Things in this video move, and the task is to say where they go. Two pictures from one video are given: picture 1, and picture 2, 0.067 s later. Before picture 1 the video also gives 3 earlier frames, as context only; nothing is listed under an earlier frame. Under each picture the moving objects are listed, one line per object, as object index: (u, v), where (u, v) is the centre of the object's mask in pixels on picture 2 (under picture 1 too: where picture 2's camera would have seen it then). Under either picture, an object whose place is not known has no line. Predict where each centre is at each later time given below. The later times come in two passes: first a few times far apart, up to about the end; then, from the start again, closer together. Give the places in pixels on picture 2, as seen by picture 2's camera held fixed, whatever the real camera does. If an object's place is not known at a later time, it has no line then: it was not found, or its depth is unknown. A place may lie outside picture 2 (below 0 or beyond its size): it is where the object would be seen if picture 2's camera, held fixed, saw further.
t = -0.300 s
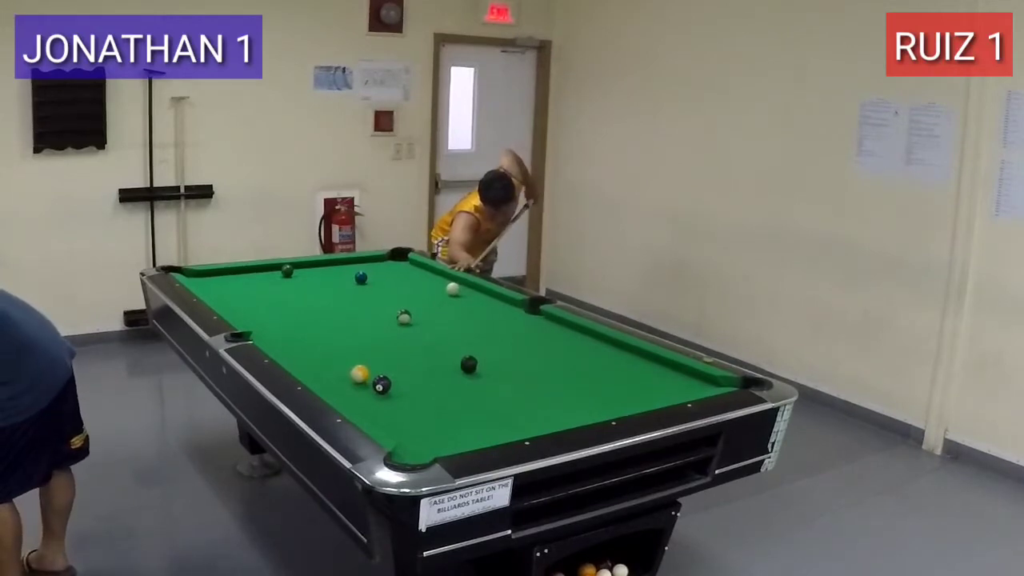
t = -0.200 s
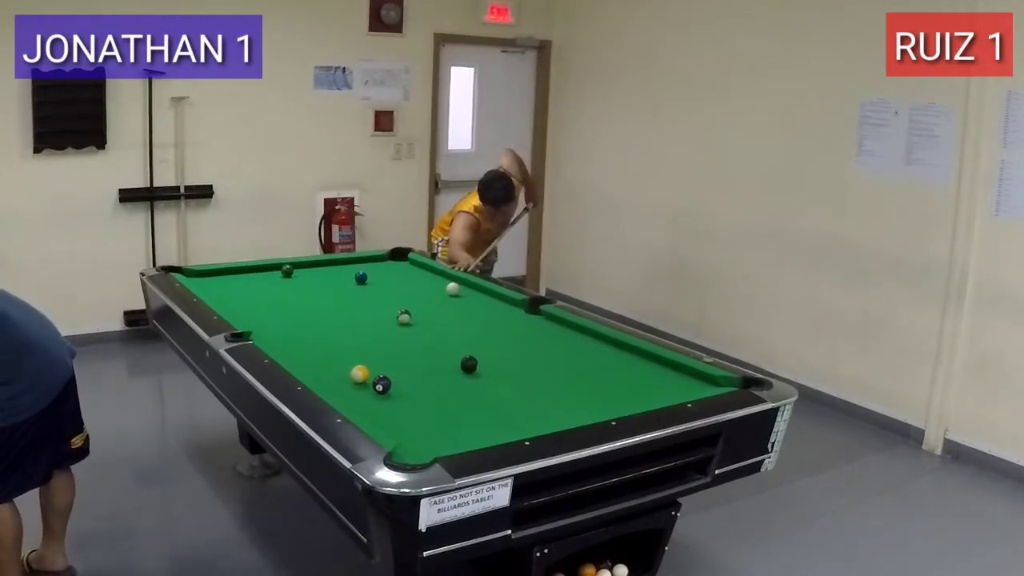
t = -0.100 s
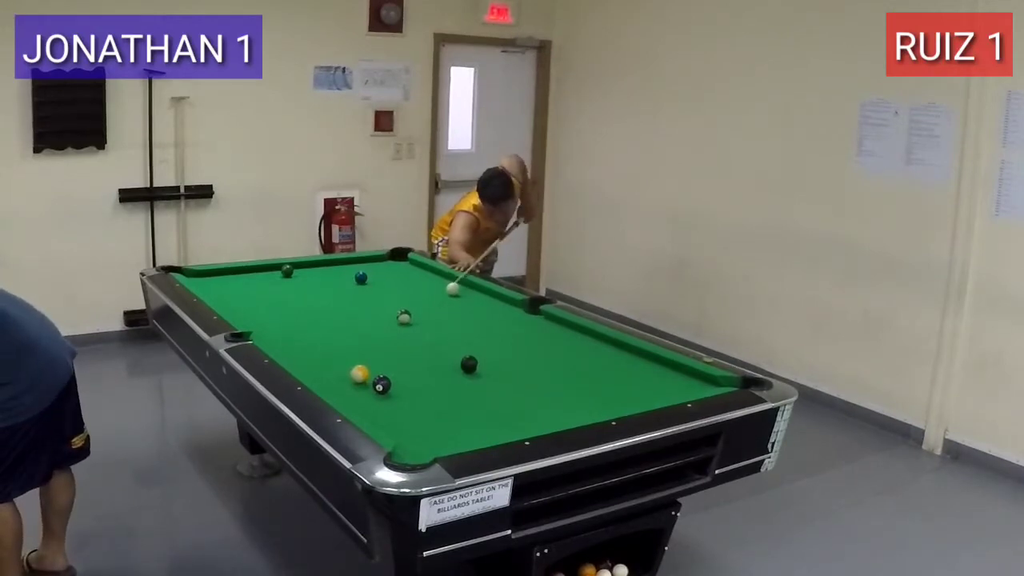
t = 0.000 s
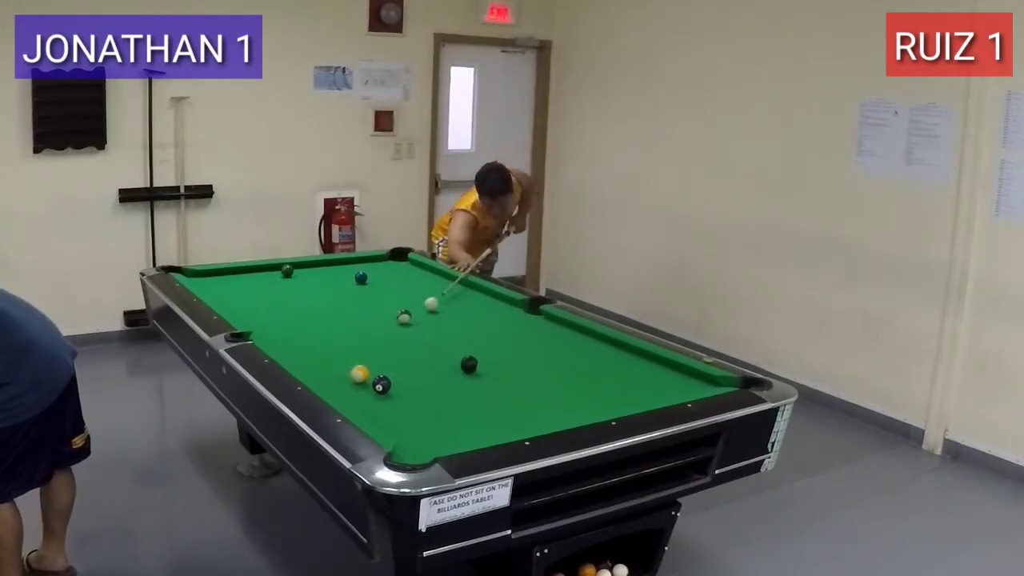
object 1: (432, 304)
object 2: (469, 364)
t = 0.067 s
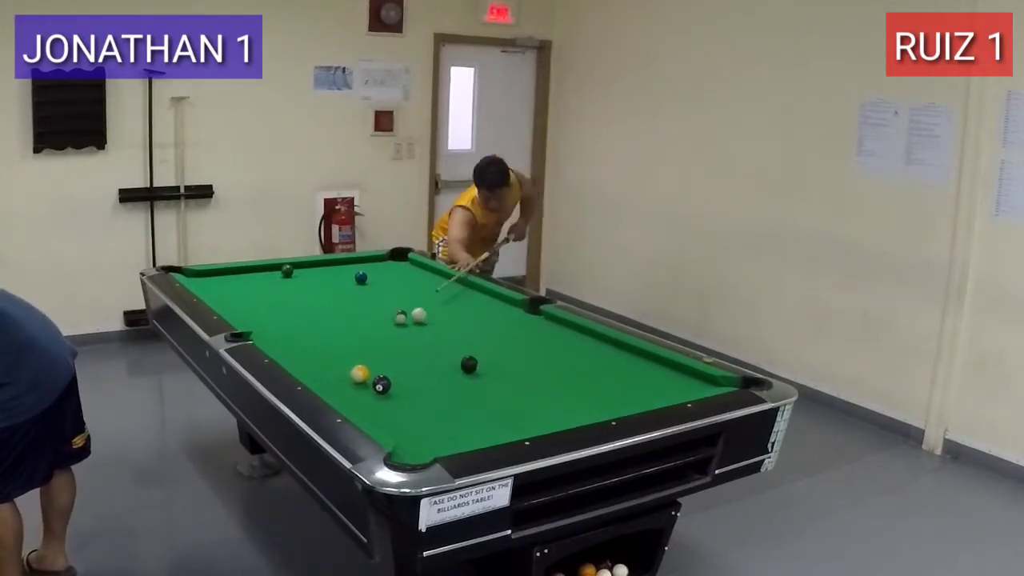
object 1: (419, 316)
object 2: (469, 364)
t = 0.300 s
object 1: (451, 348)
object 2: (469, 364)
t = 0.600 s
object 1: (420, 376)
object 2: (530, 388)
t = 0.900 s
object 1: (372, 403)
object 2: (597, 410)
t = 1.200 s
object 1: (393, 409)
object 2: (573, 395)
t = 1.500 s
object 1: (430, 408)
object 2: (551, 380)
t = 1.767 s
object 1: (459, 407)
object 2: (535, 369)
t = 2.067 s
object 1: (488, 406)
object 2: (520, 358)
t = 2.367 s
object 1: (513, 405)
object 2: (507, 348)
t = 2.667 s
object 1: (534, 404)
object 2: (496, 340)
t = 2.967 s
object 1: (550, 404)
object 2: (487, 333)
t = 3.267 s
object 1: (563, 403)
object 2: (479, 327)
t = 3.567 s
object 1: (572, 402)
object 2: (472, 323)
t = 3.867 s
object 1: (579, 402)
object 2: (467, 319)
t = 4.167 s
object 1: (581, 401)
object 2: (463, 316)
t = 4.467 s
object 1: (581, 401)
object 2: (460, 314)
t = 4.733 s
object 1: (581, 401)
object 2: (457, 312)
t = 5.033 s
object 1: (581, 401)
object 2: (456, 312)
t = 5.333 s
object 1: (581, 401)
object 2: (456, 312)
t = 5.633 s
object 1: (581, 401)
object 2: (456, 312)
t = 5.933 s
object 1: (581, 401)
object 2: (456, 312)
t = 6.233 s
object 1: (581, 401)
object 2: (456, 312)
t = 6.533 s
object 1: (581, 401)
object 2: (456, 312)
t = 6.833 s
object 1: (581, 401)
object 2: (456, 312)
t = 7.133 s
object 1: (581, 401)
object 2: (456, 312)
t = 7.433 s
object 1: (581, 401)
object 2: (456, 312)
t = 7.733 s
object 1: (581, 401)
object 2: (456, 312)
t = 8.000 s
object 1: (581, 401)
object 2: (456, 312)
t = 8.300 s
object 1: (581, 401)
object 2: (456, 312)
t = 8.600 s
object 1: (581, 401)
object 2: (456, 312)
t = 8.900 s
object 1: (581, 401)
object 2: (456, 312)
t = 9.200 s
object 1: (581, 401)
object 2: (456, 312)
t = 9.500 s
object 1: (581, 401)
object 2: (456, 312)
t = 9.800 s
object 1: (581, 401)
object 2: (456, 312)
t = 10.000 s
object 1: (581, 401)
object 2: (456, 312)
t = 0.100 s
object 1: (425, 319)
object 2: (469, 364)
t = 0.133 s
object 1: (431, 324)
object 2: (469, 364)
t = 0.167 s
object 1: (436, 328)
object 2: (469, 364)
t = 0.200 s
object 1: (440, 333)
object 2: (469, 364)
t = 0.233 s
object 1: (444, 338)
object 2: (469, 364)
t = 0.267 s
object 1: (448, 343)
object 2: (469, 364)
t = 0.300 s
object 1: (451, 348)
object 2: (469, 364)
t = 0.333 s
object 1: (454, 353)
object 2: (469, 364)
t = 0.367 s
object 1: (456, 358)
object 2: (469, 365)
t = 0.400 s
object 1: (452, 361)
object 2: (478, 368)
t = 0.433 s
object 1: (445, 363)
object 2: (488, 372)
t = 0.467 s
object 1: (440, 365)
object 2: (498, 375)
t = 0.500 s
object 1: (435, 368)
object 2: (507, 379)
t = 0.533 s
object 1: (430, 370)
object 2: (515, 383)
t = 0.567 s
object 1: (425, 373)
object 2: (522, 385)
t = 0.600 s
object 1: (420, 376)
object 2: (530, 388)
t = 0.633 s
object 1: (415, 379)
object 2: (538, 392)
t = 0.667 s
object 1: (410, 382)
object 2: (546, 395)
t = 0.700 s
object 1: (405, 385)
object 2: (554, 398)
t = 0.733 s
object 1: (400, 388)
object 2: (562, 401)
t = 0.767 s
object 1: (395, 391)
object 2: (570, 404)
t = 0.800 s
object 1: (389, 394)
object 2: (579, 407)
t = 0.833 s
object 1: (383, 397)
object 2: (587, 409)
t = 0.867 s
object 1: (378, 400)
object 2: (595, 410)
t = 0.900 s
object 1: (372, 403)
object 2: (597, 410)
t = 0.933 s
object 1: (367, 406)
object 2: (594, 409)
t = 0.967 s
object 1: (361, 407)
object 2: (591, 408)
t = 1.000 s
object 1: (366, 408)
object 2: (589, 408)
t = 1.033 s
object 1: (371, 409)
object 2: (586, 406)
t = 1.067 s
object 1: (375, 409)
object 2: (583, 404)
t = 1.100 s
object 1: (380, 409)
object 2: (580, 401)
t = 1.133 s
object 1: (384, 409)
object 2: (578, 399)
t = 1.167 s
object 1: (389, 409)
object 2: (575, 397)
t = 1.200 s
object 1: (393, 409)
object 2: (573, 395)
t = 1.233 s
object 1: (397, 409)
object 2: (570, 394)
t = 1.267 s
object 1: (402, 409)
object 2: (568, 392)
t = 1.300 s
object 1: (406, 409)
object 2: (565, 390)
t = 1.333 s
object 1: (410, 409)
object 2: (563, 389)
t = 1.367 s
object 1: (415, 409)
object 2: (561, 387)
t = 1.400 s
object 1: (419, 408)
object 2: (558, 385)
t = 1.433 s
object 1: (422, 408)
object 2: (556, 384)
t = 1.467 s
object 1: (427, 408)
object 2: (553, 382)
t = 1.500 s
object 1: (430, 408)
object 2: (551, 380)
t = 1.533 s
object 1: (434, 408)
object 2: (549, 379)
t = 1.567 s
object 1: (438, 408)
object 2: (547, 378)
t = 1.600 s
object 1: (442, 408)
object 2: (545, 376)
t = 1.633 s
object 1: (445, 408)
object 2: (543, 375)
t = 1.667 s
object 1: (449, 408)
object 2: (541, 373)
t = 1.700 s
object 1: (453, 407)
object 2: (539, 372)
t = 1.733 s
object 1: (456, 407)
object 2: (537, 370)
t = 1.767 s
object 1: (459, 407)
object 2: (535, 369)
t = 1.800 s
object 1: (463, 407)
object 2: (533, 368)
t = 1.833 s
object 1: (466, 407)
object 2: (532, 366)
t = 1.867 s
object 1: (470, 407)
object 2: (530, 365)
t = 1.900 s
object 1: (473, 407)
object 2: (528, 364)
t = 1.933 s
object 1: (476, 407)
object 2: (527, 363)
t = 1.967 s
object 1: (479, 407)
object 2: (525, 361)
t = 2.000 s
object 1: (482, 406)
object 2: (523, 360)
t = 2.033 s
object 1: (485, 406)
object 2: (522, 359)
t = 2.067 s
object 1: (488, 406)
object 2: (520, 358)
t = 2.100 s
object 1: (491, 406)
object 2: (519, 357)
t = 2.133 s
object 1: (494, 406)
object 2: (517, 356)
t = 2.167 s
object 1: (497, 406)
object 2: (516, 354)
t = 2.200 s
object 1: (500, 406)
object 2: (514, 354)
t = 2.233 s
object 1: (502, 406)
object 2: (513, 352)
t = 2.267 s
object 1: (505, 406)
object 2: (511, 351)
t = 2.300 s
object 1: (508, 405)
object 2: (510, 350)
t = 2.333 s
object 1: (510, 405)
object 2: (508, 349)
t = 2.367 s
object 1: (513, 405)
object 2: (507, 348)
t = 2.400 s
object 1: (515, 405)
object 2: (506, 347)
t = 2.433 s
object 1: (518, 405)
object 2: (505, 346)
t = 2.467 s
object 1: (520, 405)
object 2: (503, 346)
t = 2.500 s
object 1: (523, 405)
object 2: (502, 345)
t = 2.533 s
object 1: (525, 405)
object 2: (500, 344)
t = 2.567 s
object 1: (527, 405)
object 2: (499, 343)
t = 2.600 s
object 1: (529, 404)
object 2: (498, 342)
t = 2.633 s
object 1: (531, 404)
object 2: (497, 341)
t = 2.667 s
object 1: (534, 404)
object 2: (496, 340)
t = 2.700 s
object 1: (535, 404)
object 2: (495, 339)
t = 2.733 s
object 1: (537, 404)
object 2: (494, 338)
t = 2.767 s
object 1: (539, 404)
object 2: (493, 338)
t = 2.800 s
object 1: (541, 404)
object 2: (491, 337)
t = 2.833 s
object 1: (543, 404)
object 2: (490, 336)
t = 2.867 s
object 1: (545, 404)
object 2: (489, 335)
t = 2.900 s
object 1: (547, 404)
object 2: (488, 335)
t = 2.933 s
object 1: (548, 404)
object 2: (487, 334)
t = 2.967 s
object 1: (550, 404)
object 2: (487, 333)
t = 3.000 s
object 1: (552, 404)
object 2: (486, 333)
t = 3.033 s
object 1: (553, 403)
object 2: (485, 332)
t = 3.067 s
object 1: (555, 403)
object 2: (484, 331)
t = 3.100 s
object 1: (556, 403)
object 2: (483, 331)
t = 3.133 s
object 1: (558, 403)
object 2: (482, 330)
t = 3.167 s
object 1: (559, 403)
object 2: (481, 329)
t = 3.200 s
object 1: (560, 403)
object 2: (480, 329)
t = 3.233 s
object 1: (562, 403)
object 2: (480, 328)
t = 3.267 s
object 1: (563, 403)
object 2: (479, 327)
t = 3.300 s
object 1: (564, 403)
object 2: (478, 326)
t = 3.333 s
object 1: (565, 403)
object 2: (477, 326)
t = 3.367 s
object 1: (566, 403)
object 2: (477, 326)
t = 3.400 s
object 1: (567, 402)
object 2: (476, 325)
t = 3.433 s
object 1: (569, 402)
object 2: (475, 325)
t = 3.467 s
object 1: (570, 402)
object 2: (474, 324)
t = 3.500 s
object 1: (571, 402)
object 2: (474, 324)
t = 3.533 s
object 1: (571, 402)
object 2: (473, 323)
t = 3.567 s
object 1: (572, 402)
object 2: (472, 323)
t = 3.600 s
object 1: (573, 402)
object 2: (472, 322)
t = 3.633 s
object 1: (574, 402)
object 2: (471, 322)
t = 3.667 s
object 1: (575, 402)
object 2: (470, 321)
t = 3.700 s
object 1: (576, 402)
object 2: (470, 321)
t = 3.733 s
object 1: (576, 402)
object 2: (469, 320)
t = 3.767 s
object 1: (577, 402)
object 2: (469, 320)
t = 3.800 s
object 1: (578, 402)
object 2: (468, 320)
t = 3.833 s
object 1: (578, 402)
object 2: (468, 319)
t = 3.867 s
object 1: (579, 402)
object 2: (467, 319)
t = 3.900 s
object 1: (579, 401)
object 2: (467, 318)
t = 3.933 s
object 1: (580, 402)
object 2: (466, 318)
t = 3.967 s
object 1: (580, 401)
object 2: (465, 318)
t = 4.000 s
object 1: (580, 401)
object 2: (465, 318)
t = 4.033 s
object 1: (580, 402)
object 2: (464, 317)
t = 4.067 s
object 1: (581, 401)
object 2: (464, 317)
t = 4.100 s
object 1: (581, 401)
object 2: (464, 316)
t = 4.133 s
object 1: (581, 401)
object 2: (463, 316)
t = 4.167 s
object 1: (581, 401)
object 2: (463, 316)
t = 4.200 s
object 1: (581, 401)
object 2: (462, 315)
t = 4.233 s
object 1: (581, 401)
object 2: (462, 315)
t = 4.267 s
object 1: (581, 401)
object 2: (462, 315)
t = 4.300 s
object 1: (581, 401)
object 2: (461, 315)
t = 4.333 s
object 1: (581, 401)
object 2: (461, 314)
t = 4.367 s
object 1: (581, 401)
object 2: (461, 314)
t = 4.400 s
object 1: (581, 401)
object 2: (461, 314)
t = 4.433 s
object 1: (581, 401)
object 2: (460, 314)
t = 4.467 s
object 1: (581, 401)
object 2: (460, 314)
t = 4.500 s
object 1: (581, 401)
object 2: (460, 314)
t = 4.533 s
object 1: (581, 401)
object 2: (459, 313)
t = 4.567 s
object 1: (581, 401)
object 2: (459, 313)
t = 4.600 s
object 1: (581, 401)
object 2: (458, 313)
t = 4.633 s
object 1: (581, 401)
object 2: (458, 313)
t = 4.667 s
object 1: (581, 401)
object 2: (458, 313)
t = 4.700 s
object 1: (581, 401)
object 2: (458, 313)
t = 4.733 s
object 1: (581, 401)
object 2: (457, 312)
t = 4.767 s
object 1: (581, 401)
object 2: (457, 312)
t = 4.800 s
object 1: (581, 401)
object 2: (457, 312)
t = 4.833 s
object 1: (581, 401)
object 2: (457, 312)
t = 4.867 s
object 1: (581, 401)
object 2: (456, 312)
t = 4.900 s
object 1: (581, 401)
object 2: (456, 312)
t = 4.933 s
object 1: (581, 401)
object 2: (456, 312)
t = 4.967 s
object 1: (581, 401)
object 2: (456, 312)
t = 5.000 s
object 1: (581, 401)
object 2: (456, 312)
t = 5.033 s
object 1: (581, 401)
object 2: (456, 312)
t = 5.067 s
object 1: (581, 401)
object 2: (456, 312)
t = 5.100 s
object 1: (581, 401)
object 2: (456, 312)
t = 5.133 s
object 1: (581, 401)
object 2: (456, 312)
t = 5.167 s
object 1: (581, 401)
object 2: (456, 312)
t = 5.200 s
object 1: (581, 401)
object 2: (456, 312)
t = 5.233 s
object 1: (581, 401)
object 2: (456, 312)
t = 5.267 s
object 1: (581, 401)
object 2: (456, 312)
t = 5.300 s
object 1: (581, 401)
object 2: (456, 312)
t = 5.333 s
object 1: (581, 401)
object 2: (456, 312)
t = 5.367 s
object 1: (581, 401)
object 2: (456, 312)
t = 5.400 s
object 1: (581, 401)
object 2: (456, 312)
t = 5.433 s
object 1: (581, 401)
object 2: (456, 312)
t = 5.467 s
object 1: (581, 401)
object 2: (456, 312)
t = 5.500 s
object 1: (581, 401)
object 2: (456, 312)
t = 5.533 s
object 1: (581, 401)
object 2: (456, 312)
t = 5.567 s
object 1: (581, 401)
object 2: (456, 312)
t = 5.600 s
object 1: (581, 401)
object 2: (456, 312)
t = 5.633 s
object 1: (581, 401)
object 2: (456, 312)
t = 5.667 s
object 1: (581, 401)
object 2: (456, 312)
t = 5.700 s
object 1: (581, 401)
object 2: (456, 312)
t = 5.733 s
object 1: (581, 401)
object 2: (456, 312)
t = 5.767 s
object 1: (581, 401)
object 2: (456, 312)
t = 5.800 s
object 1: (581, 401)
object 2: (456, 312)
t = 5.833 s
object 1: (581, 401)
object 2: (456, 312)
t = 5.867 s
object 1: (581, 401)
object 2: (456, 312)
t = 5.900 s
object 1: (581, 401)
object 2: (456, 312)
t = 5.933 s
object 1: (581, 401)
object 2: (456, 312)
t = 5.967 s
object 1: (581, 401)
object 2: (456, 312)
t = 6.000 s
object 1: (581, 401)
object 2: (456, 312)
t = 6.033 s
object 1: (581, 401)
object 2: (456, 312)
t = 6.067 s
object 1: (581, 401)
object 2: (456, 312)
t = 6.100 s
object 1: (581, 401)
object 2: (456, 312)
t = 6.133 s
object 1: (581, 401)
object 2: (456, 312)
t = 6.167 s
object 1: (581, 401)
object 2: (456, 312)
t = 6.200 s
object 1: (581, 401)
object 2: (456, 312)
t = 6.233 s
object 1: (581, 401)
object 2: (456, 312)
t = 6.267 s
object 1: (581, 401)
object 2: (456, 312)
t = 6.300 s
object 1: (581, 401)
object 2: (456, 312)
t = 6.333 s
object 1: (581, 401)
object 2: (456, 312)
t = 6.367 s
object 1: (581, 401)
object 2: (456, 312)
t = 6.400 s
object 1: (581, 401)
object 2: (456, 312)
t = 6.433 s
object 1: (581, 401)
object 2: (456, 312)
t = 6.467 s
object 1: (581, 401)
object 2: (456, 312)
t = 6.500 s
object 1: (581, 401)
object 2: (456, 312)
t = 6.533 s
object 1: (581, 401)
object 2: (456, 312)
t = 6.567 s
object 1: (581, 401)
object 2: (456, 312)
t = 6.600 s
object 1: (581, 401)
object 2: (456, 312)
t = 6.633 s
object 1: (581, 401)
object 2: (456, 312)
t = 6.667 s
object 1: (581, 401)
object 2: (456, 312)
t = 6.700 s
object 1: (581, 401)
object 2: (456, 312)
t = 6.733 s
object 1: (581, 401)
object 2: (456, 312)
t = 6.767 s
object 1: (581, 401)
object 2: (456, 312)
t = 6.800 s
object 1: (581, 401)
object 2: (456, 312)
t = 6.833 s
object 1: (581, 401)
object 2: (456, 312)
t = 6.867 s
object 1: (581, 401)
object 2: (456, 312)
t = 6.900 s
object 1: (581, 401)
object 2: (455, 312)
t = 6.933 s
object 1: (581, 401)
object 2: (456, 312)
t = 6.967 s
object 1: (581, 401)
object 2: (456, 312)
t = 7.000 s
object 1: (581, 401)
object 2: (456, 312)
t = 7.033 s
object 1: (581, 401)
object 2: (456, 312)
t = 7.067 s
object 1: (581, 401)
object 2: (456, 312)
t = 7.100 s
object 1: (581, 401)
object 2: (456, 312)
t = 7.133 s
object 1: (581, 401)
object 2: (456, 312)
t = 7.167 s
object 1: (581, 401)
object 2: (456, 312)
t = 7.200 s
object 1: (581, 401)
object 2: (456, 312)
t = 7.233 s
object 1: (581, 401)
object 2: (456, 312)
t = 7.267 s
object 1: (581, 401)
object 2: (456, 312)
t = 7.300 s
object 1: (581, 401)
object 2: (456, 312)
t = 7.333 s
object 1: (581, 401)
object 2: (456, 312)
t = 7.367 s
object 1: (581, 401)
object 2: (456, 312)
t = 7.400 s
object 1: (581, 401)
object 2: (456, 312)
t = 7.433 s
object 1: (581, 401)
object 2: (456, 312)
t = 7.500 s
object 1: (581, 401)
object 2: (456, 312)
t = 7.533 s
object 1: (581, 401)
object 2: (456, 312)
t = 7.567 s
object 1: (581, 401)
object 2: (456, 312)
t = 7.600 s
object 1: (581, 401)
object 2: (456, 312)
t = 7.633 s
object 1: (581, 401)
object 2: (456, 312)
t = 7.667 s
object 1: (581, 401)
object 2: (456, 312)
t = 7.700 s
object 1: (581, 401)
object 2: (456, 312)
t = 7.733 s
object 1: (581, 401)
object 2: (456, 312)
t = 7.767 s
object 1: (581, 401)
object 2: (456, 312)
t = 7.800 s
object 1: (581, 401)
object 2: (456, 312)
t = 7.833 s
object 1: (581, 401)
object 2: (456, 312)
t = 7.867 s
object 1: (581, 401)
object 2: (456, 312)
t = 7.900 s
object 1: (581, 401)
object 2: (456, 312)
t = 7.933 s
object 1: (581, 401)
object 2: (456, 312)
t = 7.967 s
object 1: (581, 401)
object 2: (455, 312)
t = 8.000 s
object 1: (581, 401)
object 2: (456, 312)
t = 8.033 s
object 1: (581, 401)
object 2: (456, 312)
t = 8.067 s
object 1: (581, 401)
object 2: (456, 312)
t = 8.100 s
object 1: (581, 401)
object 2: (456, 312)
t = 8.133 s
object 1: (581, 401)
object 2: (456, 312)
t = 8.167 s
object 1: (581, 401)
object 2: (456, 312)
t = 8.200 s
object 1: (581, 401)
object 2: (456, 312)
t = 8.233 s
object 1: (581, 401)
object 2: (456, 312)
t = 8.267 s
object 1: (581, 401)
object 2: (456, 312)
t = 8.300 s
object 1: (581, 401)
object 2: (456, 312)
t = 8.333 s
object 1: (581, 401)
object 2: (456, 312)
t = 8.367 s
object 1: (581, 401)
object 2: (456, 312)
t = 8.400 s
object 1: (581, 401)
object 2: (456, 312)
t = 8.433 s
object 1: (581, 401)
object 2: (456, 312)
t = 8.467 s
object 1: (581, 401)
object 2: (456, 312)
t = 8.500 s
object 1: (581, 401)
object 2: (456, 312)
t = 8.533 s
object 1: (581, 401)
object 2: (456, 312)
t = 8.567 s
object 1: (581, 401)
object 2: (456, 312)
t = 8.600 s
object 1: (581, 401)
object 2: (456, 312)
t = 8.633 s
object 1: (581, 401)
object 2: (456, 312)
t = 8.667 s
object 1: (581, 401)
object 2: (456, 312)
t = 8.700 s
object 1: (581, 401)
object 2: (456, 312)
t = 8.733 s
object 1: (581, 401)
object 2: (456, 312)
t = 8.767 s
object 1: (581, 401)
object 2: (456, 312)
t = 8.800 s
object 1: (581, 401)
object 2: (456, 312)
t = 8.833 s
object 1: (581, 401)
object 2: (456, 312)
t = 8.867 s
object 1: (581, 401)
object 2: (456, 312)
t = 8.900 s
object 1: (581, 401)
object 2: (456, 312)
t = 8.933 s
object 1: (581, 401)
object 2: (456, 312)
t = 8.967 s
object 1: (581, 401)
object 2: (456, 312)
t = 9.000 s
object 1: (581, 401)
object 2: (456, 312)
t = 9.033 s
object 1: (581, 401)
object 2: (456, 312)
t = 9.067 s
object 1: (581, 401)
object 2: (456, 312)
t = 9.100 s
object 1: (581, 401)
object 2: (456, 312)
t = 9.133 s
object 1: (581, 401)
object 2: (456, 312)
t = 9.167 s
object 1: (581, 401)
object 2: (456, 312)
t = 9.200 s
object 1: (581, 401)
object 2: (456, 312)
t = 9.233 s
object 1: (581, 401)
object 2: (456, 312)
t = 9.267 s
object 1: (581, 401)
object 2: (456, 312)
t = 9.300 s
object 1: (581, 401)
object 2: (456, 312)
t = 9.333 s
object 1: (581, 401)
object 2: (456, 312)
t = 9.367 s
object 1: (581, 401)
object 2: (456, 312)
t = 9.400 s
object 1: (581, 401)
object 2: (456, 312)
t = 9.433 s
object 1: (581, 401)
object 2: (456, 312)
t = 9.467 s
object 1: (581, 401)
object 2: (456, 312)
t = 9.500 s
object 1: (581, 401)
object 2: (456, 312)
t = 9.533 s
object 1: (581, 401)
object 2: (456, 312)
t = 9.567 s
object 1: (581, 401)
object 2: (456, 312)
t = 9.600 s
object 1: (581, 401)
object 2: (456, 312)
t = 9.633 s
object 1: (581, 401)
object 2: (456, 312)
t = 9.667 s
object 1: (581, 401)
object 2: (456, 312)
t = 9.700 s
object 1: (581, 401)
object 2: (456, 312)
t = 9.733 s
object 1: (581, 401)
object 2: (456, 312)
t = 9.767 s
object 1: (581, 401)
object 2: (456, 312)
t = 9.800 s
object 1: (581, 401)
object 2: (456, 312)
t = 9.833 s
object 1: (581, 401)
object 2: (456, 312)
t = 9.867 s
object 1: (581, 401)
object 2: (456, 312)
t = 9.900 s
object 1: (581, 401)
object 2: (456, 312)
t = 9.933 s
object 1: (581, 401)
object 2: (456, 312)
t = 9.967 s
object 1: (581, 401)
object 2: (456, 312)
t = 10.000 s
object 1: (581, 401)
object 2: (456, 312)
